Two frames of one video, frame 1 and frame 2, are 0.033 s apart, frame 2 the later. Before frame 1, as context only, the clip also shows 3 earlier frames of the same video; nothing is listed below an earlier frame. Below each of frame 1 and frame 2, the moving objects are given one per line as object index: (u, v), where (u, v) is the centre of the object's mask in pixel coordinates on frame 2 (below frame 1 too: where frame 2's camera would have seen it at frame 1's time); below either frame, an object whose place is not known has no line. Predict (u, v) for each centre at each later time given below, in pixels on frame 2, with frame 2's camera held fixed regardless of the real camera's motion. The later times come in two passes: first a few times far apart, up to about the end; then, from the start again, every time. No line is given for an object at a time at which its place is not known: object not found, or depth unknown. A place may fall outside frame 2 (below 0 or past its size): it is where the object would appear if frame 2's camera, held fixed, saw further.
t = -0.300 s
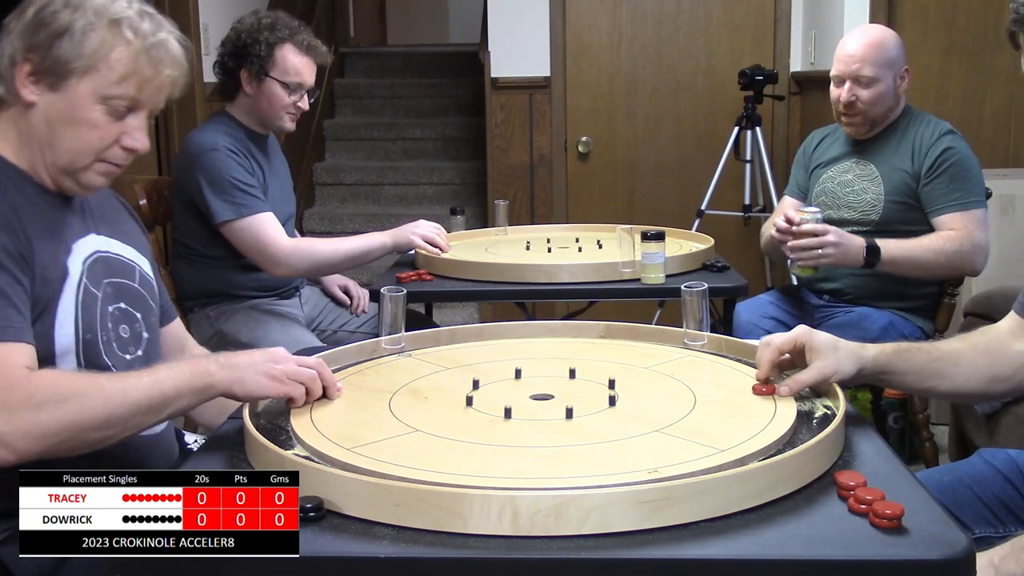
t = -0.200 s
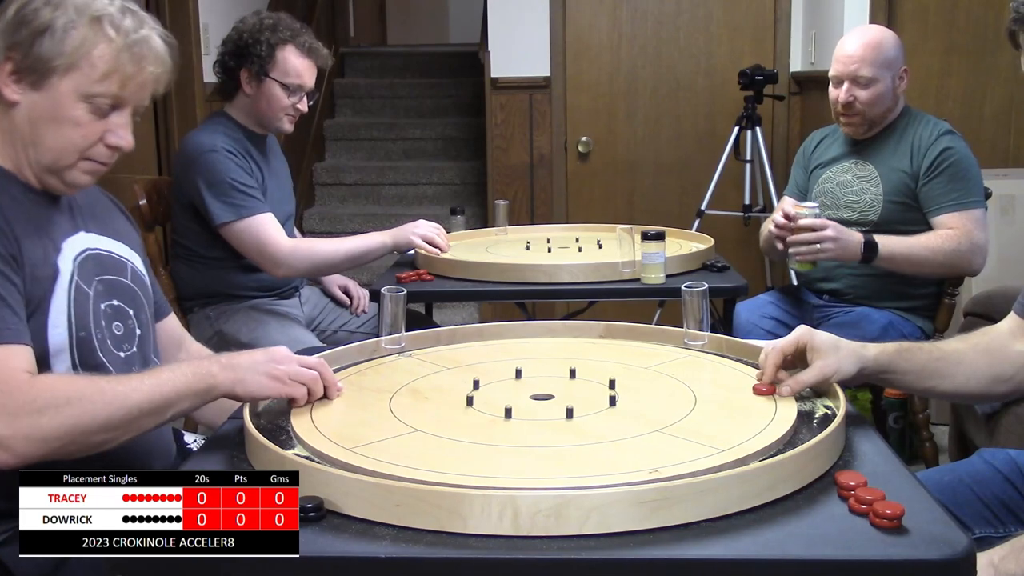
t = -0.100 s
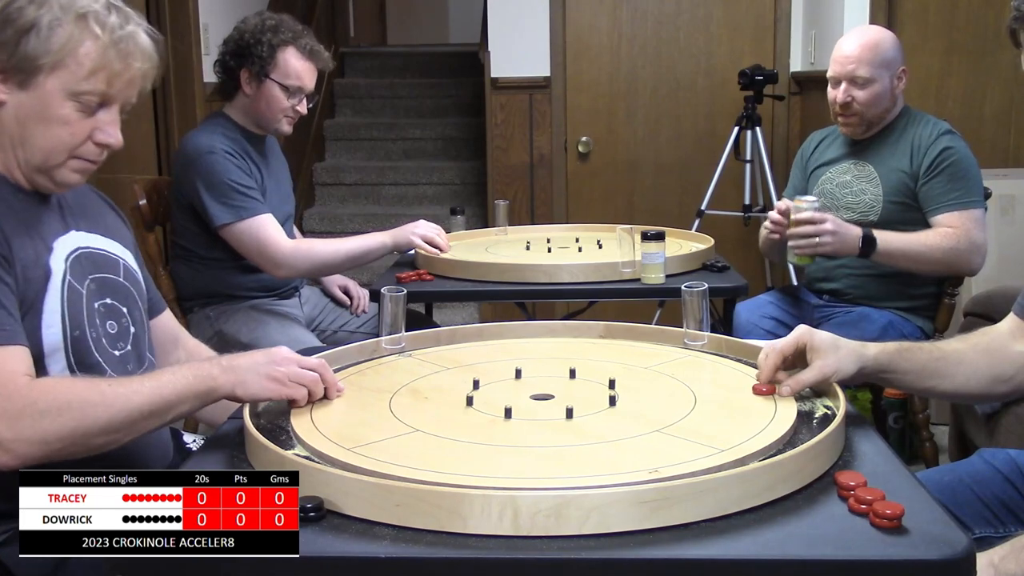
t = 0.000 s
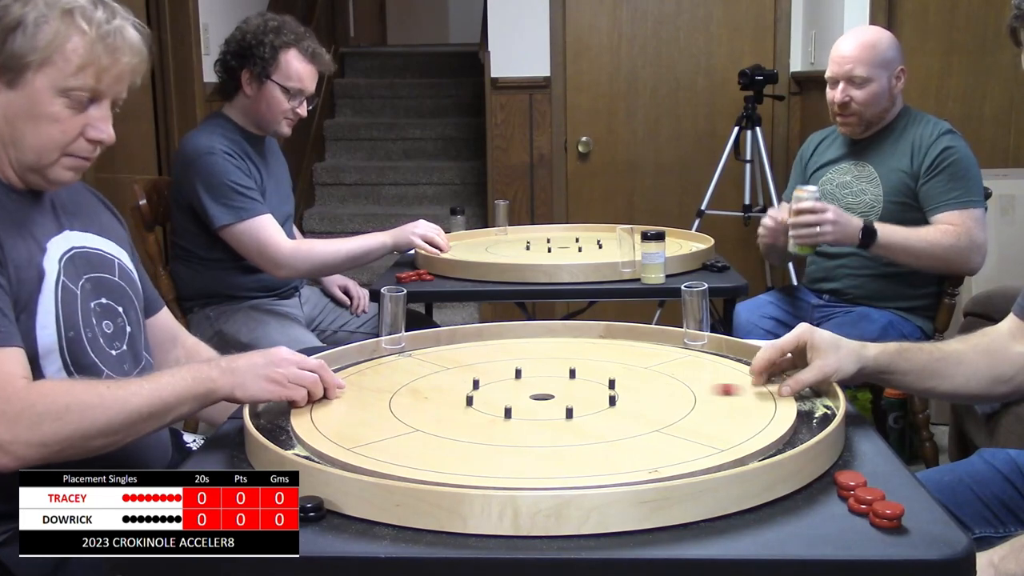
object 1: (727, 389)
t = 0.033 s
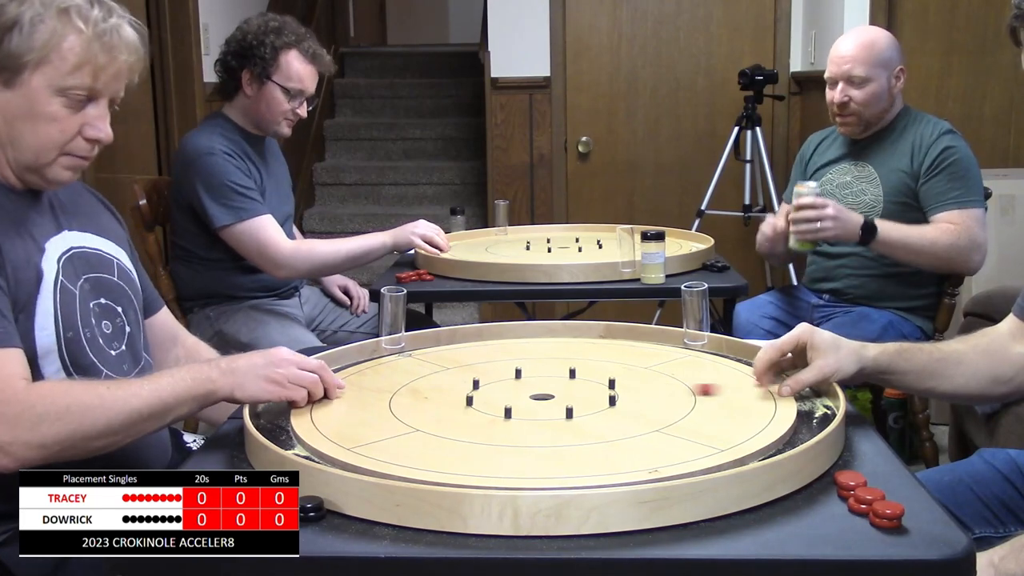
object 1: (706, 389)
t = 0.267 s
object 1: (587, 390)
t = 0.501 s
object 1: (526, 390)
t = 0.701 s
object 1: (517, 390)
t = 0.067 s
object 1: (683, 389)
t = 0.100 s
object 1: (664, 389)
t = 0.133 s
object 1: (647, 389)
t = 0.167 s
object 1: (630, 389)
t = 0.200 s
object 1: (617, 389)
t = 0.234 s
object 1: (600, 389)
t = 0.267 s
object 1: (587, 390)
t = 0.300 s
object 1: (575, 390)
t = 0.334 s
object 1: (564, 390)
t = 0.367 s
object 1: (554, 390)
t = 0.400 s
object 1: (546, 390)
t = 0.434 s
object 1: (538, 391)
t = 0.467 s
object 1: (531, 390)
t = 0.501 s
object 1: (526, 390)
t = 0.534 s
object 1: (522, 390)
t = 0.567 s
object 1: (519, 390)
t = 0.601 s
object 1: (517, 391)
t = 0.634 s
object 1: (517, 391)
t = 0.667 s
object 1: (517, 390)
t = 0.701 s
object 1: (517, 390)
